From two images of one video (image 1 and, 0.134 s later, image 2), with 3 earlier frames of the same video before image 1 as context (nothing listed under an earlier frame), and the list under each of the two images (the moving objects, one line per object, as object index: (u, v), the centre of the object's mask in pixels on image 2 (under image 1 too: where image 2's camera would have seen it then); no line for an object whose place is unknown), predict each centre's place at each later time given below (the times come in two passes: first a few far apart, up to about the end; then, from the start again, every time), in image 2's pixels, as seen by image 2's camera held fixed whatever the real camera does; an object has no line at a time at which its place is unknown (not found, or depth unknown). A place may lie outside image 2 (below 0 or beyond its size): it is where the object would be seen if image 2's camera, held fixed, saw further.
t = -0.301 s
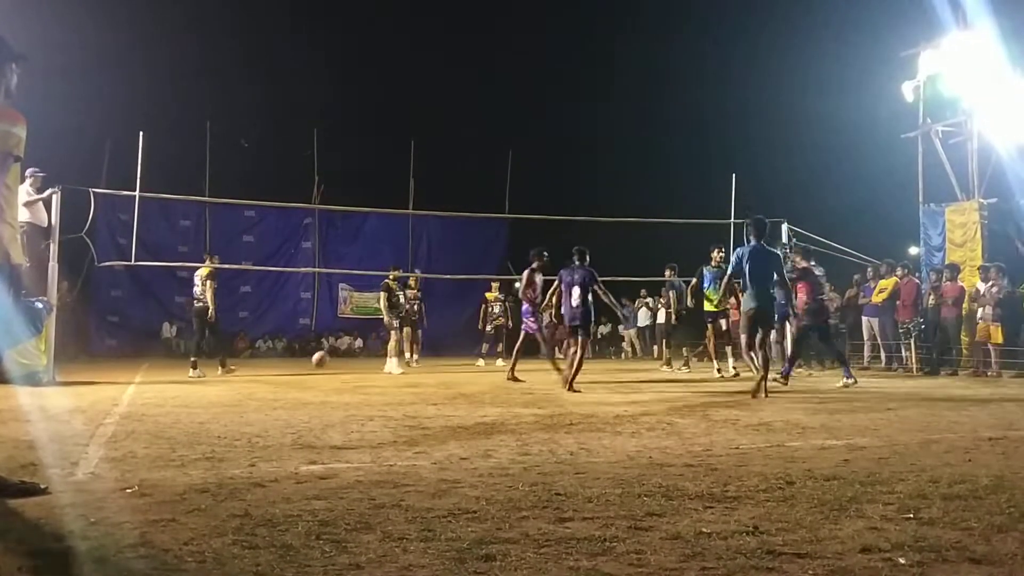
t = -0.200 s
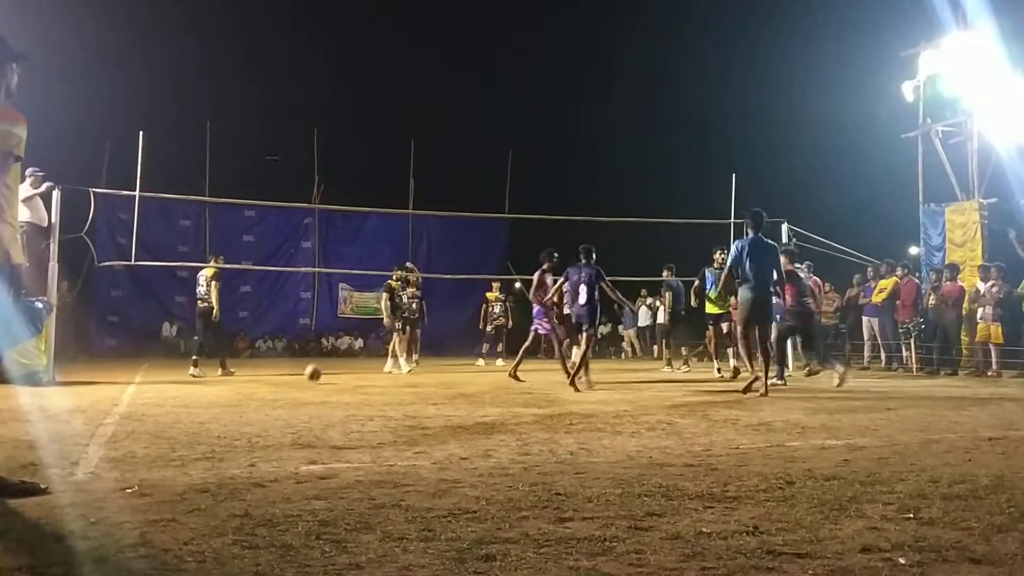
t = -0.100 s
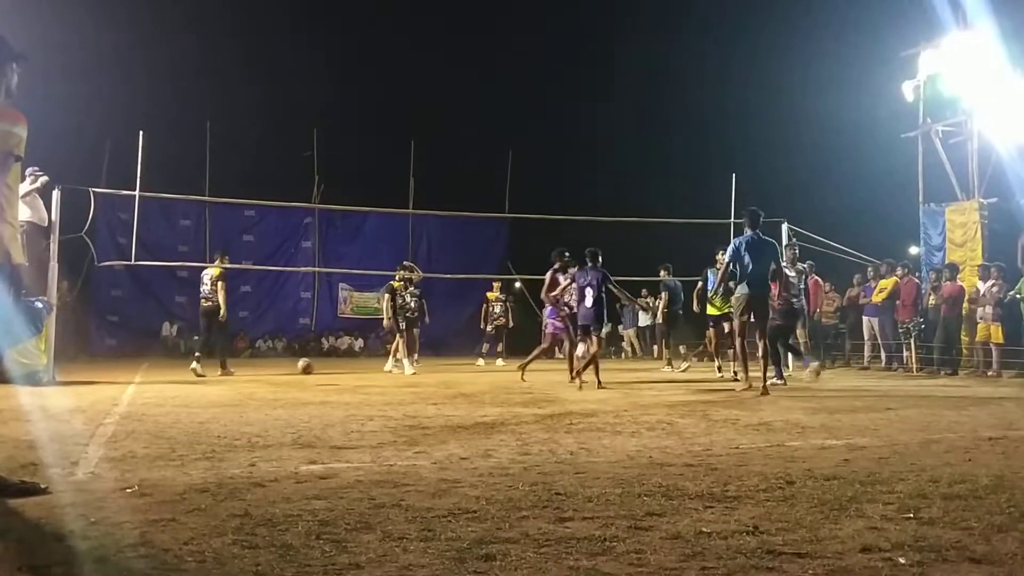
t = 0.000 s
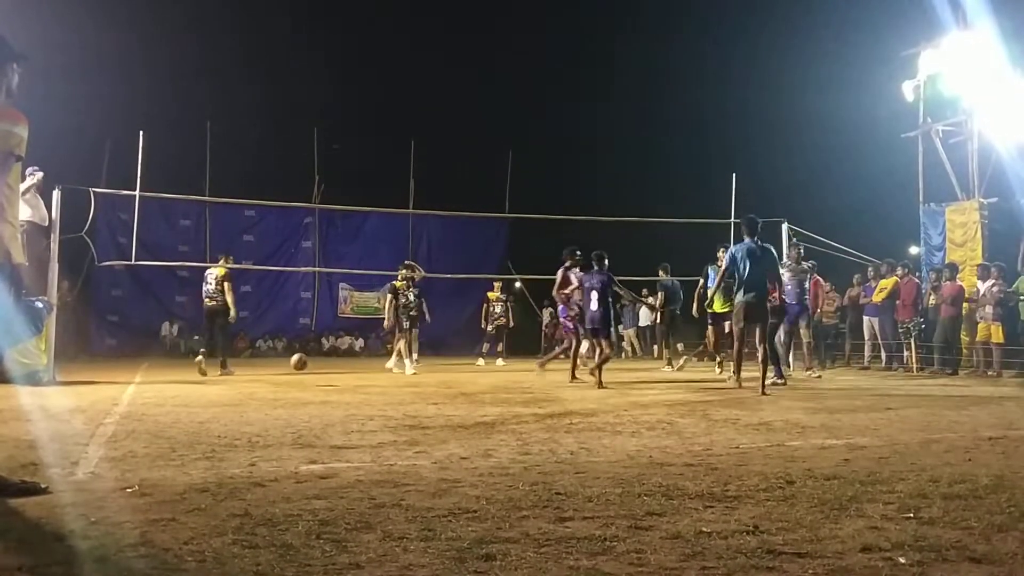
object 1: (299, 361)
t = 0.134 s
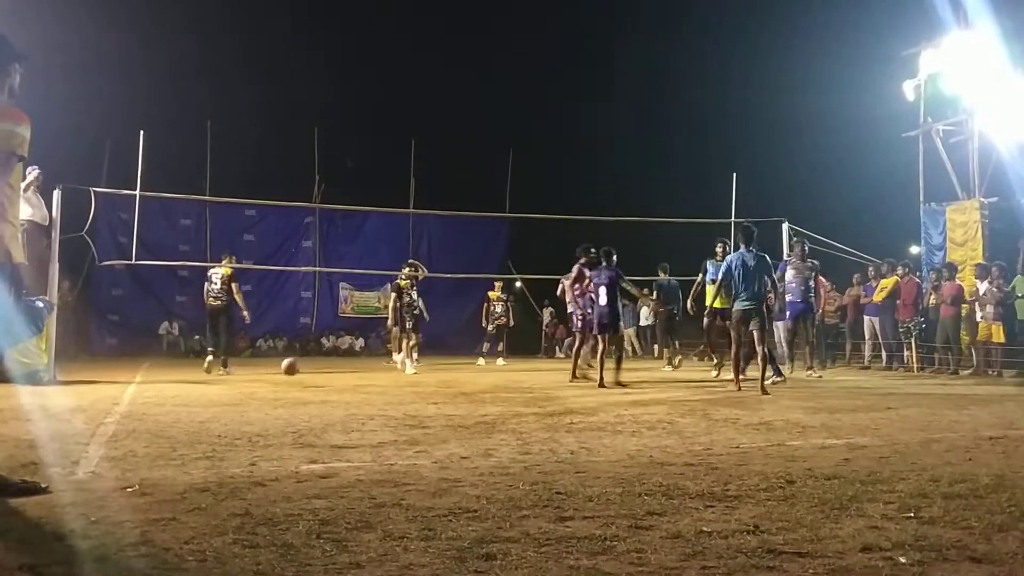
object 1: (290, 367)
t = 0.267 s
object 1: (280, 372)
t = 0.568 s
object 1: (260, 378)
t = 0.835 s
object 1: (238, 377)
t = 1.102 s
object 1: (214, 382)
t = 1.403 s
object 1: (188, 392)
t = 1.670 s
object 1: (165, 395)
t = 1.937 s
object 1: (142, 400)
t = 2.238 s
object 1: (117, 409)
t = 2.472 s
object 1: (95, 416)
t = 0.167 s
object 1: (287, 371)
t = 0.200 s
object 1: (285, 376)
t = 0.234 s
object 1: (283, 376)
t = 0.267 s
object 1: (280, 372)
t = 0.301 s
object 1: (278, 369)
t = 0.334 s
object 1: (276, 367)
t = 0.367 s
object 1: (273, 365)
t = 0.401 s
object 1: (271, 365)
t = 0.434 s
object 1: (269, 366)
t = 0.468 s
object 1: (267, 367)
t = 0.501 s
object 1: (265, 370)
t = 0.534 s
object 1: (262, 374)
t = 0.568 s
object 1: (260, 378)
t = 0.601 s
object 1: (258, 381)
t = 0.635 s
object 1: (254, 377)
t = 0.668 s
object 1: (252, 375)
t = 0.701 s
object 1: (249, 373)
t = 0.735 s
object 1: (246, 373)
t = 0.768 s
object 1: (243, 373)
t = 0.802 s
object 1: (240, 375)
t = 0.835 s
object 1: (238, 377)
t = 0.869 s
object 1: (235, 380)
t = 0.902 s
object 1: (231, 385)
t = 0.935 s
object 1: (229, 383)
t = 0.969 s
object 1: (226, 380)
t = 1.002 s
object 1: (223, 379)
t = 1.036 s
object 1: (220, 379)
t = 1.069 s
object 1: (218, 380)
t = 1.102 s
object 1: (214, 382)
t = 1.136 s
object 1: (211, 385)
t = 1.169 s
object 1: (208, 389)
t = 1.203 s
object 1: (205, 387)
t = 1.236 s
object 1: (202, 386)
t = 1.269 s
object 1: (199, 385)
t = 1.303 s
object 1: (197, 386)
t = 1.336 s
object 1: (194, 388)
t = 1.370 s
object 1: (191, 392)
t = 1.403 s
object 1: (188, 392)
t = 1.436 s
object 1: (185, 391)
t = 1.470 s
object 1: (182, 391)
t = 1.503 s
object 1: (179, 392)
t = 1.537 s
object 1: (176, 395)
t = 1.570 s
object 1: (173, 394)
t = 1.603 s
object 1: (170, 393)
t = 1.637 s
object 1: (167, 393)
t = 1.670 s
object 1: (165, 395)
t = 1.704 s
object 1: (162, 397)
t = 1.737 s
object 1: (159, 398)
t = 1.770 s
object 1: (156, 398)
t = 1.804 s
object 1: (153, 399)
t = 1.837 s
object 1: (150, 401)
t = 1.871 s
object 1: (147, 399)
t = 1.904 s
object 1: (144, 399)
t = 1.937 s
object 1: (142, 400)
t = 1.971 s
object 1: (139, 402)
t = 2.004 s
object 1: (136, 404)
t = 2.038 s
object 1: (134, 403)
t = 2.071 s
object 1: (131, 403)
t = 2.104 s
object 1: (128, 405)
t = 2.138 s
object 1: (125, 407)
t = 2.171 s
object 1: (122, 407)
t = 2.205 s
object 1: (119, 408)
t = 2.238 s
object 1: (117, 409)
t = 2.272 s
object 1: (114, 410)
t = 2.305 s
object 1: (112, 411)
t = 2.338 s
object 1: (109, 411)
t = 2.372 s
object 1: (106, 412)
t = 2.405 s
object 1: (101, 414)
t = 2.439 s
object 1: (98, 415)
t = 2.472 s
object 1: (95, 416)
